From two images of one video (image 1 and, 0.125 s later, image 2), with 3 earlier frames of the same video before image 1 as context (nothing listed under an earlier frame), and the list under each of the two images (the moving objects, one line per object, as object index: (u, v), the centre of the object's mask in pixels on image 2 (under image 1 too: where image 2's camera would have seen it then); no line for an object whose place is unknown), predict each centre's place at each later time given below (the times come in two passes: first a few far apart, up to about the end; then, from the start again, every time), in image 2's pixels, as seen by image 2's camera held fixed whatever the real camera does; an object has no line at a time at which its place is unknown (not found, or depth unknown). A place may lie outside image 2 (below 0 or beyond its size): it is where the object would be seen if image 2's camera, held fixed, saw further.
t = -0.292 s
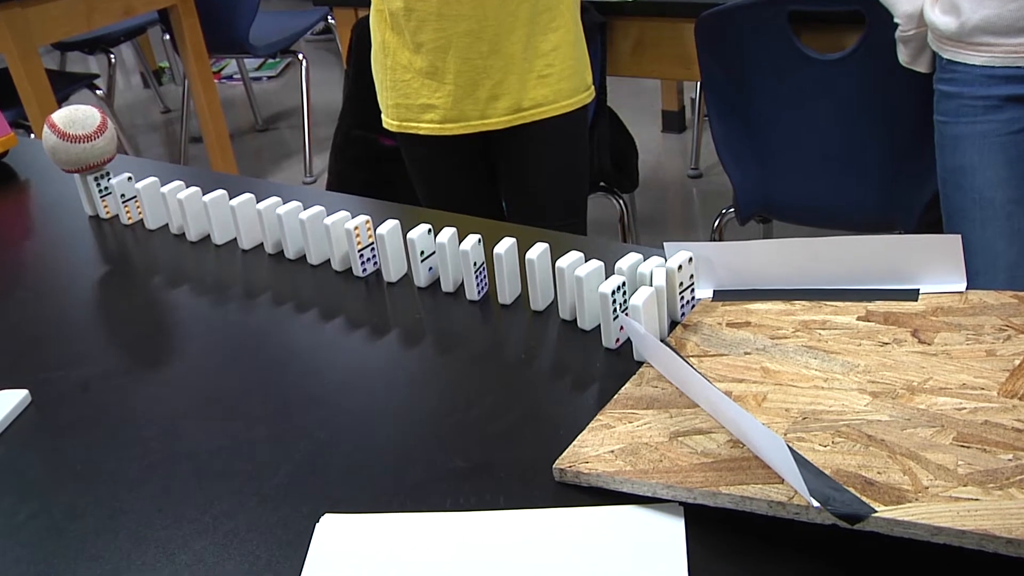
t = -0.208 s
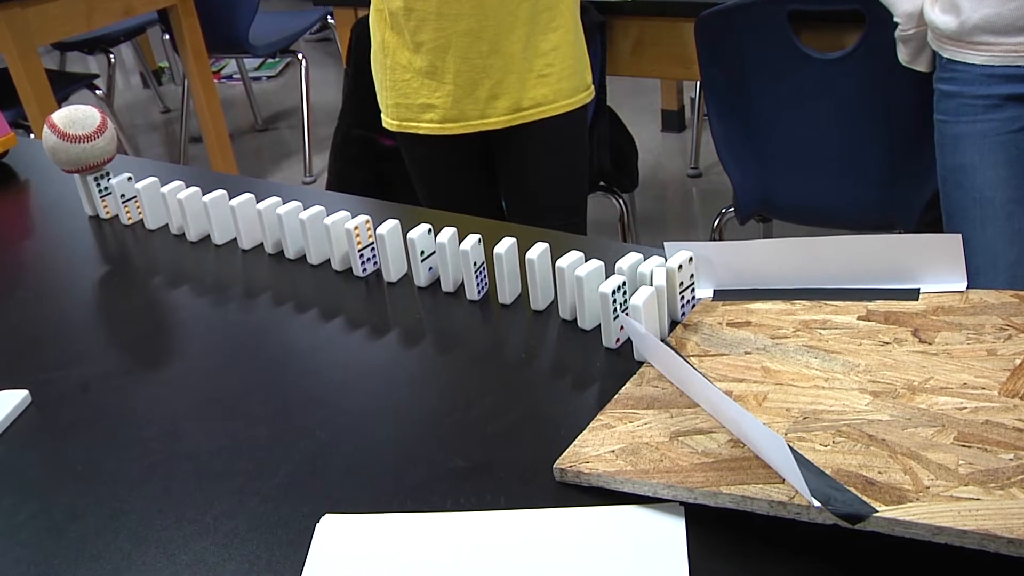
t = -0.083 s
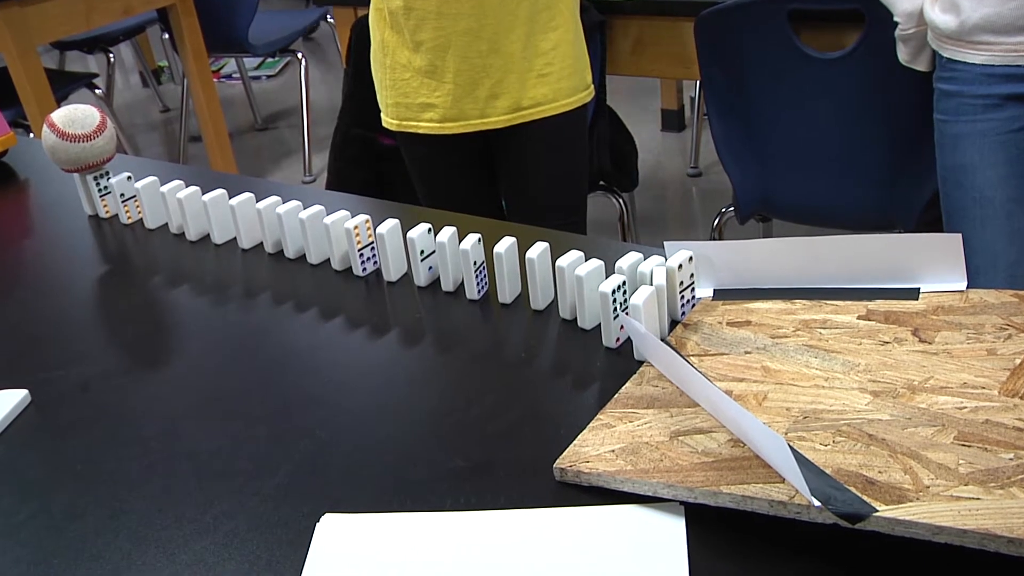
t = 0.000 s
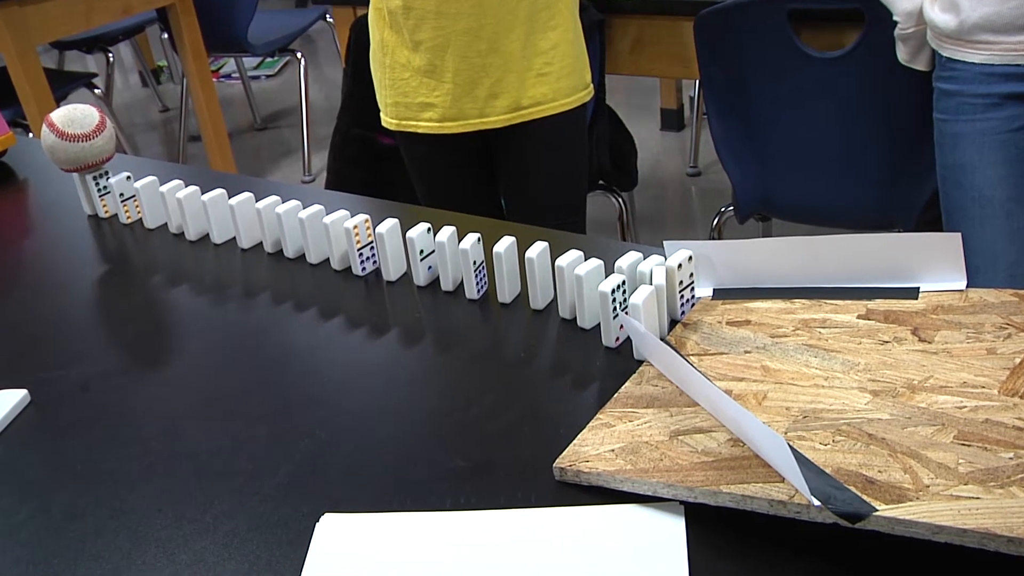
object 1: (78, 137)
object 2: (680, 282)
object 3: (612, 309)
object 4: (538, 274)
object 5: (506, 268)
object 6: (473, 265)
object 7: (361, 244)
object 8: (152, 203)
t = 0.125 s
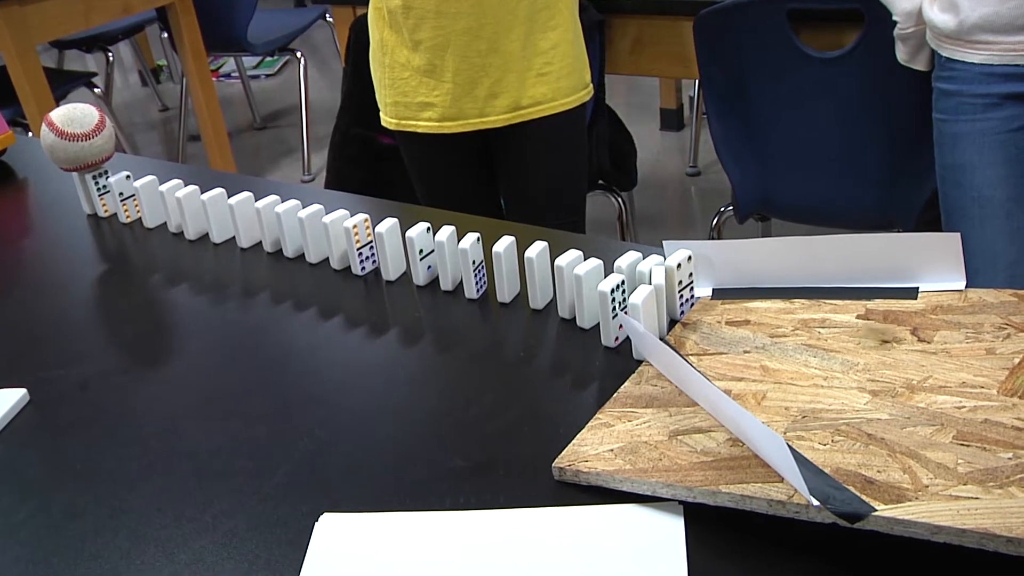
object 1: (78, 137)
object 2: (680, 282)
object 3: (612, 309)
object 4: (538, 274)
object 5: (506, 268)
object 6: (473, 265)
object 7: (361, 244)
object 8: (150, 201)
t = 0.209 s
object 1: (78, 137)
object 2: (680, 282)
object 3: (612, 309)
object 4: (538, 274)
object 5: (506, 268)
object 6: (473, 265)
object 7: (361, 244)
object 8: (150, 201)
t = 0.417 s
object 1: (78, 137)
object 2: (684, 278)
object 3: (586, 316)
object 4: (538, 274)
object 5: (506, 268)
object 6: (473, 265)
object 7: (361, 244)
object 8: (150, 201)
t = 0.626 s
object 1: (78, 137)
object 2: (673, 284)
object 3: (567, 357)
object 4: (533, 273)
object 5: (506, 268)
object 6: (473, 265)
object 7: (361, 244)
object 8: (150, 201)
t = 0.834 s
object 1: (78, 137)
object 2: (645, 286)
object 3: (568, 362)
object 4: (539, 268)
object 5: (480, 274)
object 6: (435, 274)
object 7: (354, 242)
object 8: (149, 201)
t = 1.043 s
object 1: (78, 137)
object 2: (665, 298)
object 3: (568, 362)
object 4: (537, 268)
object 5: (489, 273)
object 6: (445, 304)
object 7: (341, 257)
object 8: (149, 201)
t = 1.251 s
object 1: (75, 137)
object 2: (667, 300)
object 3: (568, 362)
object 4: (538, 268)
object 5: (499, 274)
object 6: (446, 305)
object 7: (349, 279)
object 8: (136, 212)
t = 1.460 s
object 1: (70, 164)
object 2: (668, 300)
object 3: (568, 363)
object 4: (537, 270)
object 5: (500, 274)
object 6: (446, 305)
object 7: (352, 286)
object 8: (146, 220)
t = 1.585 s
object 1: (70, 163)
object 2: (668, 300)
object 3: (568, 362)
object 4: (537, 269)
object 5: (500, 274)
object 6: (446, 305)
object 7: (352, 286)
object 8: (146, 224)
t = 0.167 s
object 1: (78, 137)
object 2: (680, 282)
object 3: (612, 309)
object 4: (538, 274)
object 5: (506, 268)
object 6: (473, 265)
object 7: (361, 244)
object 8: (150, 201)
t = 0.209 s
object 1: (78, 137)
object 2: (680, 282)
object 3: (612, 309)
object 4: (538, 274)
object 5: (506, 268)
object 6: (473, 265)
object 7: (361, 244)
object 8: (150, 201)
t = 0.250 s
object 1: (78, 137)
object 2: (682, 279)
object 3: (612, 309)
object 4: (538, 274)
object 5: (506, 268)
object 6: (473, 265)
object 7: (361, 244)
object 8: (150, 201)
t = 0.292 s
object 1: (78, 137)
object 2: (682, 279)
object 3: (610, 310)
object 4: (538, 274)
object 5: (506, 268)
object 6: (473, 265)
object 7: (361, 244)
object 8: (150, 201)
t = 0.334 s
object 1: (78, 137)
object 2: (683, 282)
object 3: (605, 311)
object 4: (538, 274)
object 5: (506, 268)
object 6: (473, 265)
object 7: (361, 244)
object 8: (150, 201)
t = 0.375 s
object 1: (78, 137)
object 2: (684, 281)
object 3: (596, 312)
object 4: (538, 274)
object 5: (506, 268)
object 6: (473, 265)
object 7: (361, 244)
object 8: (150, 201)
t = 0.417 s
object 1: (78, 137)
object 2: (684, 278)
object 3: (586, 316)
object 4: (538, 274)
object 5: (506, 268)
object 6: (473, 265)
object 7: (361, 244)
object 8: (150, 201)
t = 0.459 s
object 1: (78, 137)
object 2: (682, 283)
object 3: (577, 336)
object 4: (538, 274)
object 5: (506, 268)
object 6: (473, 265)
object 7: (361, 244)
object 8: (150, 201)
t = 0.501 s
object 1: (78, 137)
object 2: (678, 284)
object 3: (575, 344)
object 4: (538, 274)
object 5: (506, 268)
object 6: (473, 265)
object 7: (361, 244)
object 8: (150, 201)
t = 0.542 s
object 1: (78, 137)
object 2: (675, 284)
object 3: (573, 347)
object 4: (538, 274)
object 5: (506, 268)
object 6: (473, 265)
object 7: (361, 244)
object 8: (150, 201)
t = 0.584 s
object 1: (78, 137)
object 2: (675, 284)
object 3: (570, 354)
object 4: (538, 274)
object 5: (506, 268)
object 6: (473, 265)
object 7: (361, 244)
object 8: (150, 201)
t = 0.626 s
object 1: (78, 137)
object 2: (673, 284)
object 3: (567, 357)
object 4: (533, 273)
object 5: (506, 268)
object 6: (473, 265)
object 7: (361, 244)
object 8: (150, 201)
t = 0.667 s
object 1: (78, 137)
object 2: (670, 285)
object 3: (567, 358)
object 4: (525, 269)
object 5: (501, 268)
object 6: (473, 265)
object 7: (361, 244)
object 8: (150, 201)
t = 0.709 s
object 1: (78, 137)
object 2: (665, 288)
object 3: (567, 360)
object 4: (518, 271)
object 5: (491, 266)
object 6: (468, 264)
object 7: (361, 244)
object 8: (150, 201)
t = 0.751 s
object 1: (78, 137)
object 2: (660, 286)
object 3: (568, 361)
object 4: (521, 274)
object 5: (485, 269)
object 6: (453, 270)
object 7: (361, 244)
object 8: (150, 201)
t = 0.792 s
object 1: (78, 137)
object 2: (650, 286)
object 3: (568, 362)
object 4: (525, 283)
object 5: (481, 270)
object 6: (437, 265)
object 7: (360, 244)
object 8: (150, 201)
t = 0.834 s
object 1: (78, 137)
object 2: (645, 286)
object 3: (568, 362)
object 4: (539, 268)
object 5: (480, 274)
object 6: (435, 274)
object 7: (354, 242)
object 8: (149, 201)
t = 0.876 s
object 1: (78, 137)
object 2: (645, 287)
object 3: (568, 362)
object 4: (544, 267)
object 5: (479, 274)
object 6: (443, 300)
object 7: (345, 246)
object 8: (149, 201)
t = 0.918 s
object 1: (78, 137)
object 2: (650, 285)
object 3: (568, 362)
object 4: (540, 265)
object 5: (479, 274)
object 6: (443, 304)
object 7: (340, 250)
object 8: (149, 201)
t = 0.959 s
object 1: (78, 137)
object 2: (660, 296)
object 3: (568, 362)
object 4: (539, 266)
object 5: (481, 274)
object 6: (444, 305)
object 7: (342, 253)
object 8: (149, 201)
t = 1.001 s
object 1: (78, 137)
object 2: (663, 297)
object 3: (568, 362)
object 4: (537, 268)
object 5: (484, 273)
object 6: (445, 305)
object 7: (342, 256)
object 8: (149, 201)
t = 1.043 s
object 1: (78, 137)
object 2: (665, 298)
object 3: (568, 362)
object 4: (537, 268)
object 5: (489, 273)
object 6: (445, 304)
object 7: (341, 257)
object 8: (149, 201)
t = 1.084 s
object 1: (78, 137)
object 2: (667, 300)
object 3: (568, 362)
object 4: (537, 268)
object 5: (491, 273)
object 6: (445, 304)
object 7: (341, 259)
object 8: (147, 201)
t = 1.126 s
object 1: (77, 137)
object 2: (668, 300)
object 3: (568, 362)
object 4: (537, 268)
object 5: (495, 274)
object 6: (445, 305)
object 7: (344, 263)
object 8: (149, 212)
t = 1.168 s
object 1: (77, 137)
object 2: (667, 300)
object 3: (568, 362)
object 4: (537, 269)
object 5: (498, 274)
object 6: (446, 305)
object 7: (346, 268)
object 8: (142, 203)
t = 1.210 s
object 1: (76, 137)
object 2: (666, 299)
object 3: (568, 362)
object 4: (537, 269)
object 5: (499, 274)
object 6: (446, 305)
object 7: (348, 274)
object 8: (139, 212)
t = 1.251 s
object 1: (75, 137)
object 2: (667, 300)
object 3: (568, 362)
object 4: (538, 268)
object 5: (499, 274)
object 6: (446, 305)
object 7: (349, 279)
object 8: (136, 212)
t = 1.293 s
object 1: (74, 137)
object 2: (667, 300)
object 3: (568, 362)
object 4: (538, 268)
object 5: (500, 274)
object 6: (446, 305)
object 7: (351, 283)
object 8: (134, 213)
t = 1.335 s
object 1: (72, 138)
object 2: (667, 300)
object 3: (568, 363)
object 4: (537, 268)
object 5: (500, 274)
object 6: (446, 305)
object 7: (351, 285)
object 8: (138, 215)
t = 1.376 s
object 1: (72, 147)
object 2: (667, 300)
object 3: (568, 363)
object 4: (538, 267)
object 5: (500, 274)
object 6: (446, 305)
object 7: (352, 286)
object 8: (142, 217)
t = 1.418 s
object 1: (75, 162)
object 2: (667, 300)
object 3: (568, 363)
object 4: (537, 268)
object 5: (500, 274)
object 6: (446, 305)
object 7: (352, 286)
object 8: (144, 219)
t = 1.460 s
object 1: (70, 164)
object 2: (668, 300)
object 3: (568, 363)
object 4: (537, 270)
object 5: (500, 274)
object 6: (446, 305)
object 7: (352, 286)
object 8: (146, 220)
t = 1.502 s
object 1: (70, 165)
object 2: (668, 300)
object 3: (568, 363)
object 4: (537, 266)
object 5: (500, 274)
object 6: (446, 305)
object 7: (352, 286)
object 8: (147, 221)
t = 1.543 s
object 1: (71, 165)
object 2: (667, 300)
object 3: (568, 363)
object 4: (537, 268)
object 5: (500, 274)
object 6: (446, 305)
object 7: (352, 286)
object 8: (146, 222)
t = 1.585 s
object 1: (70, 163)
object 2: (668, 300)
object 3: (568, 362)
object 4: (537, 269)
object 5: (500, 274)
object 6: (446, 305)
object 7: (352, 286)
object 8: (146, 224)
